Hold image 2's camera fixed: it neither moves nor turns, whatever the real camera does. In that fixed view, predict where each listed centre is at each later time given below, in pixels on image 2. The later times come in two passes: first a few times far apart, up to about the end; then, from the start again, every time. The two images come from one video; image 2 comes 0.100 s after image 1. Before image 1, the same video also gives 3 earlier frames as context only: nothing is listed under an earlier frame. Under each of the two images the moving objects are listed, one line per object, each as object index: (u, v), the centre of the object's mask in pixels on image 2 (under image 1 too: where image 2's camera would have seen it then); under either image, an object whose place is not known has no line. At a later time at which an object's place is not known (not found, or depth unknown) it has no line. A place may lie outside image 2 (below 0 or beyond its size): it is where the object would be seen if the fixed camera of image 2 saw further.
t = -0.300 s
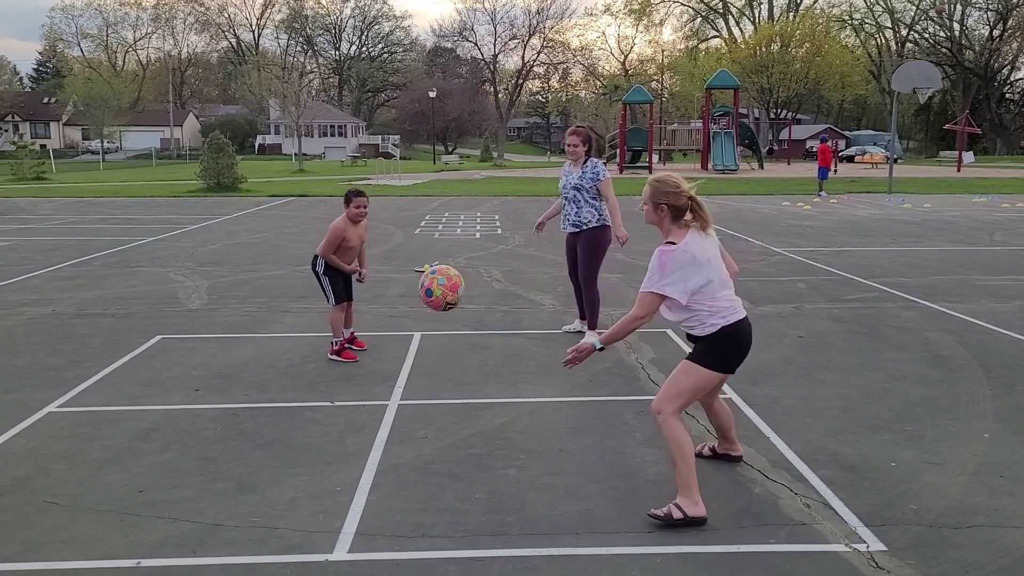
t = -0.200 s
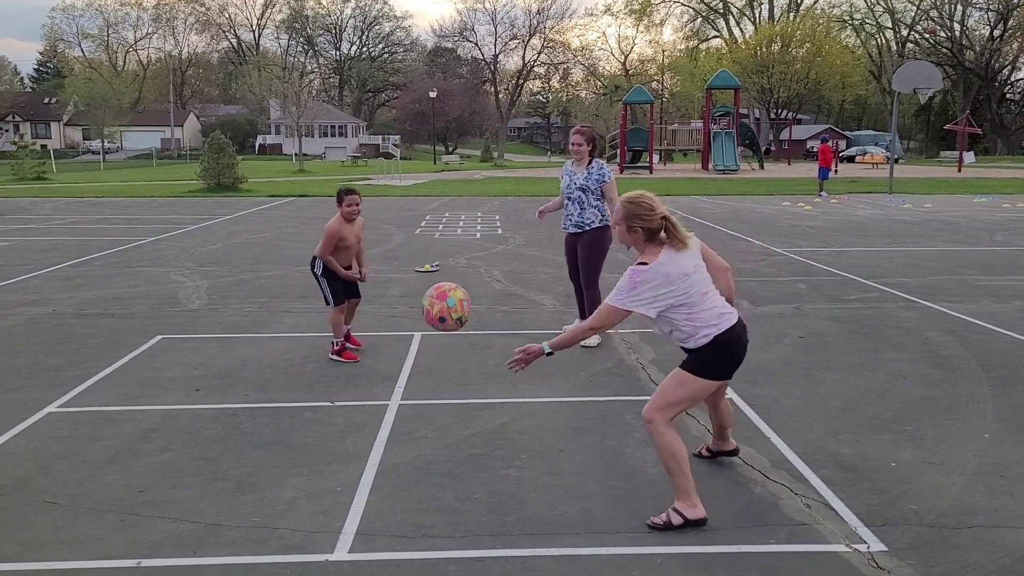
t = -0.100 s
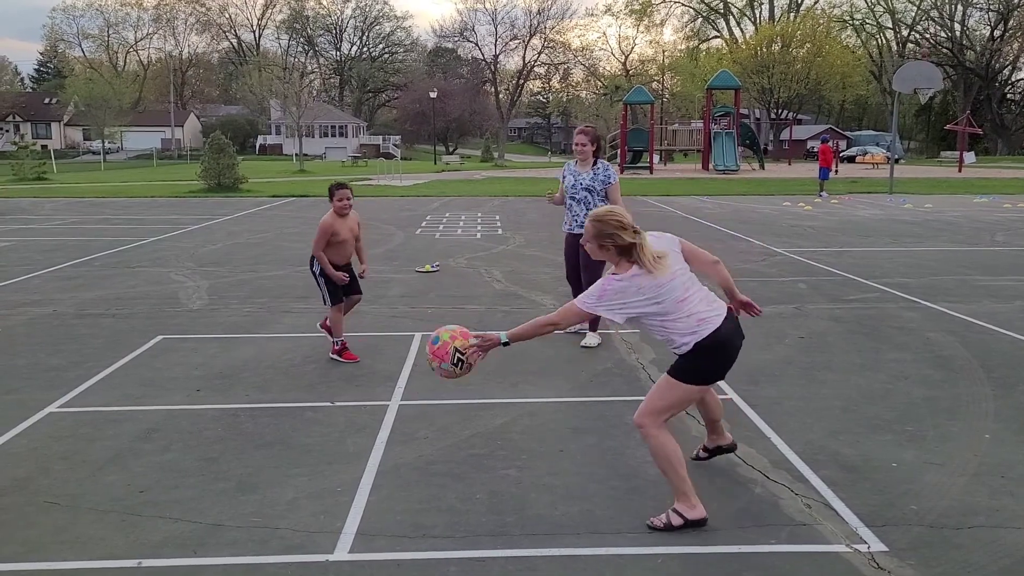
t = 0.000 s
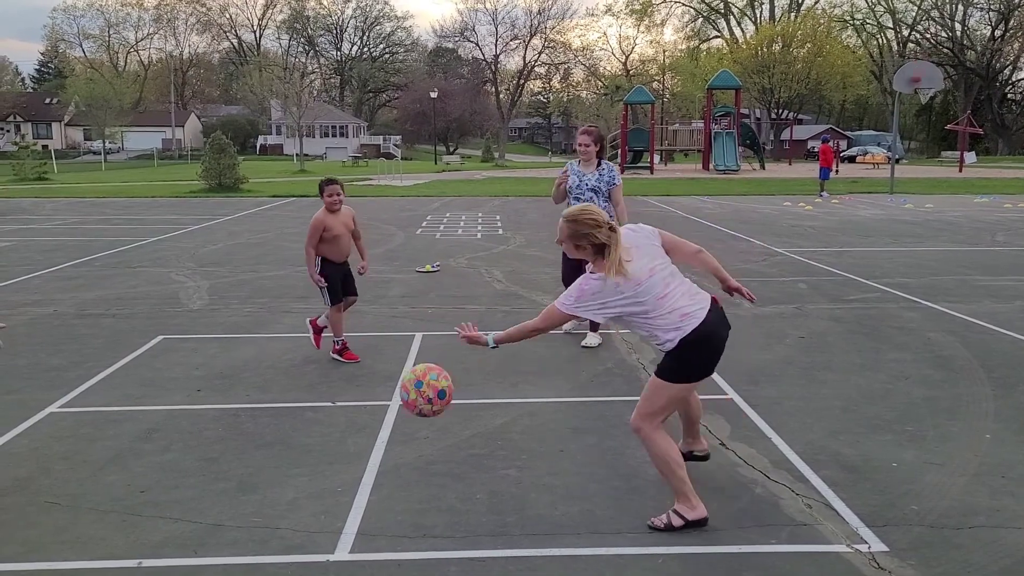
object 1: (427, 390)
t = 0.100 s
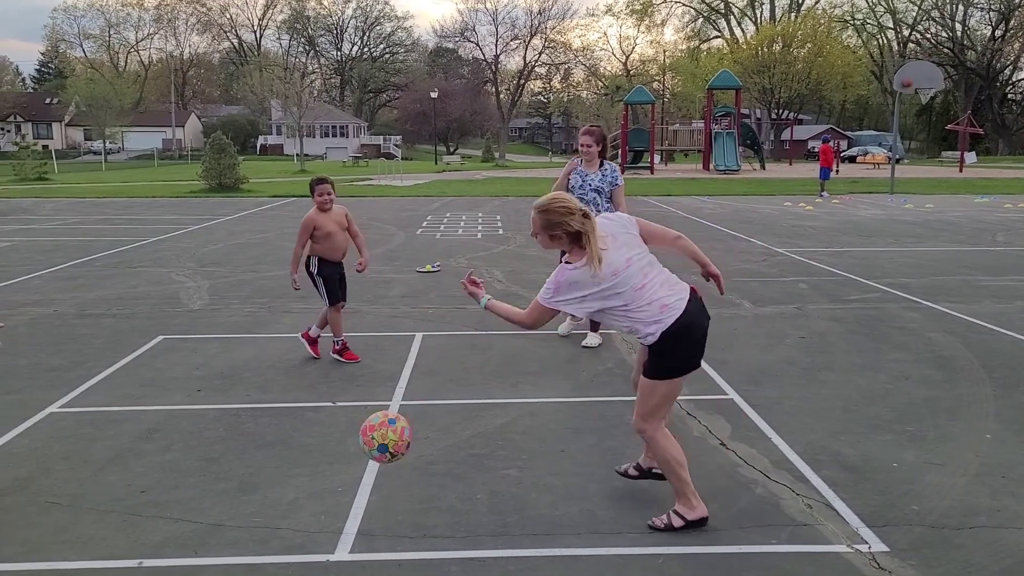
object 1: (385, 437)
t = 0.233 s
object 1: (335, 449)
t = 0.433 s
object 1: (261, 376)
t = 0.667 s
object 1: (185, 393)
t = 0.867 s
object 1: (129, 427)
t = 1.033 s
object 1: (79, 379)
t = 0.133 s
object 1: (373, 456)
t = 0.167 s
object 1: (361, 477)
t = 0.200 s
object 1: (348, 470)
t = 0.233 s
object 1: (335, 449)
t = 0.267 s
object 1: (322, 431)
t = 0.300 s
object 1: (309, 415)
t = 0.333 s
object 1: (297, 402)
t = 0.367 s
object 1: (284, 391)
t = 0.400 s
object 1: (272, 383)
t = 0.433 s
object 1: (261, 376)
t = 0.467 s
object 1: (250, 372)
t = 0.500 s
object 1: (238, 370)
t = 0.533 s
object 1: (228, 370)
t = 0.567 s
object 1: (217, 373)
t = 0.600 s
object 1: (206, 377)
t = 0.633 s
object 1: (195, 384)
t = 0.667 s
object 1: (185, 393)
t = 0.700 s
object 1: (175, 405)
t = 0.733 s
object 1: (167, 418)
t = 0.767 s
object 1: (158, 434)
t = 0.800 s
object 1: (149, 451)
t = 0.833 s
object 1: (139, 444)
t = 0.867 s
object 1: (129, 427)
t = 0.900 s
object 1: (119, 413)
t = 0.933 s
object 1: (109, 402)
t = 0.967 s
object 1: (99, 392)
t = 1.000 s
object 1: (89, 384)
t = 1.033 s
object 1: (79, 379)
